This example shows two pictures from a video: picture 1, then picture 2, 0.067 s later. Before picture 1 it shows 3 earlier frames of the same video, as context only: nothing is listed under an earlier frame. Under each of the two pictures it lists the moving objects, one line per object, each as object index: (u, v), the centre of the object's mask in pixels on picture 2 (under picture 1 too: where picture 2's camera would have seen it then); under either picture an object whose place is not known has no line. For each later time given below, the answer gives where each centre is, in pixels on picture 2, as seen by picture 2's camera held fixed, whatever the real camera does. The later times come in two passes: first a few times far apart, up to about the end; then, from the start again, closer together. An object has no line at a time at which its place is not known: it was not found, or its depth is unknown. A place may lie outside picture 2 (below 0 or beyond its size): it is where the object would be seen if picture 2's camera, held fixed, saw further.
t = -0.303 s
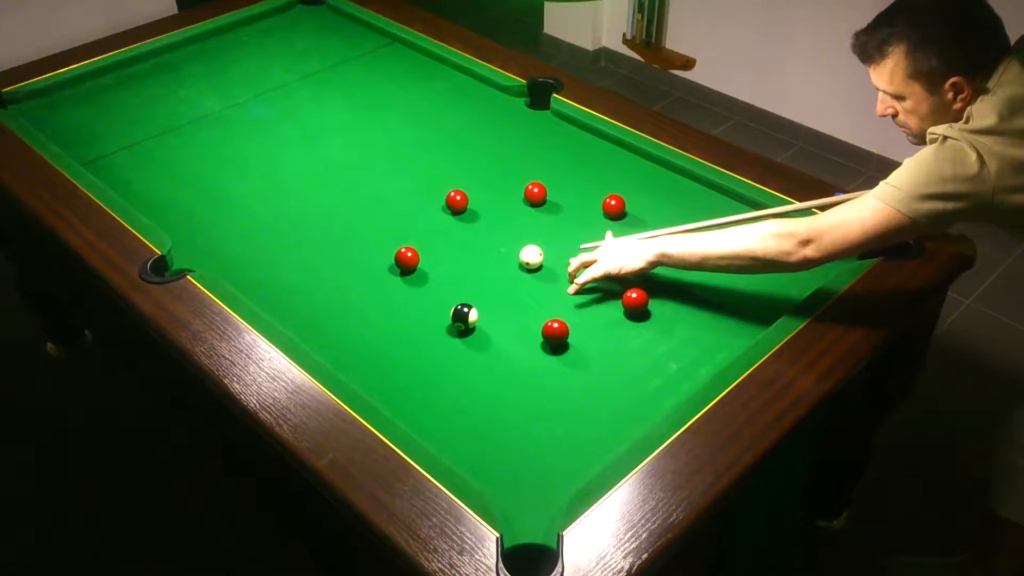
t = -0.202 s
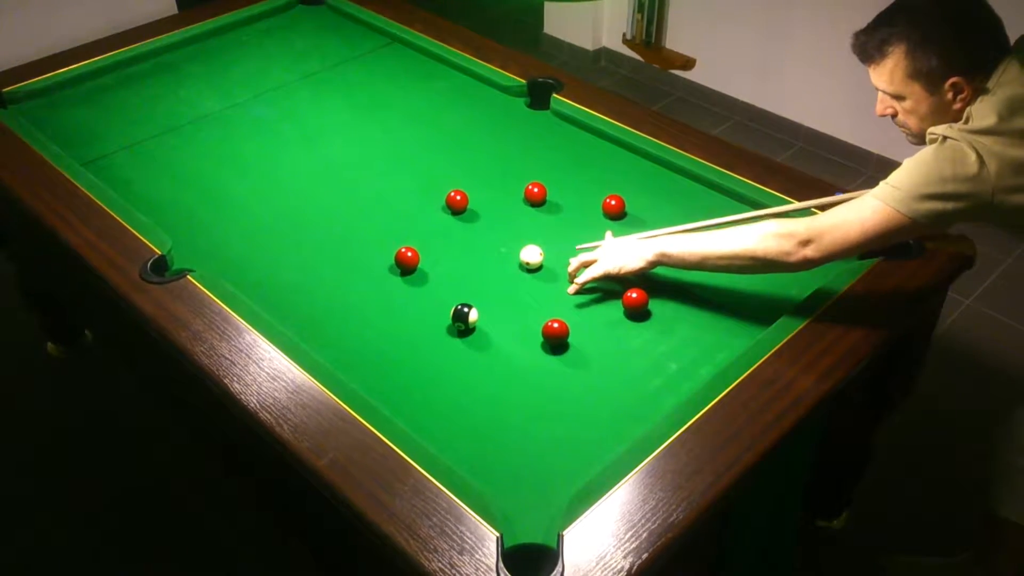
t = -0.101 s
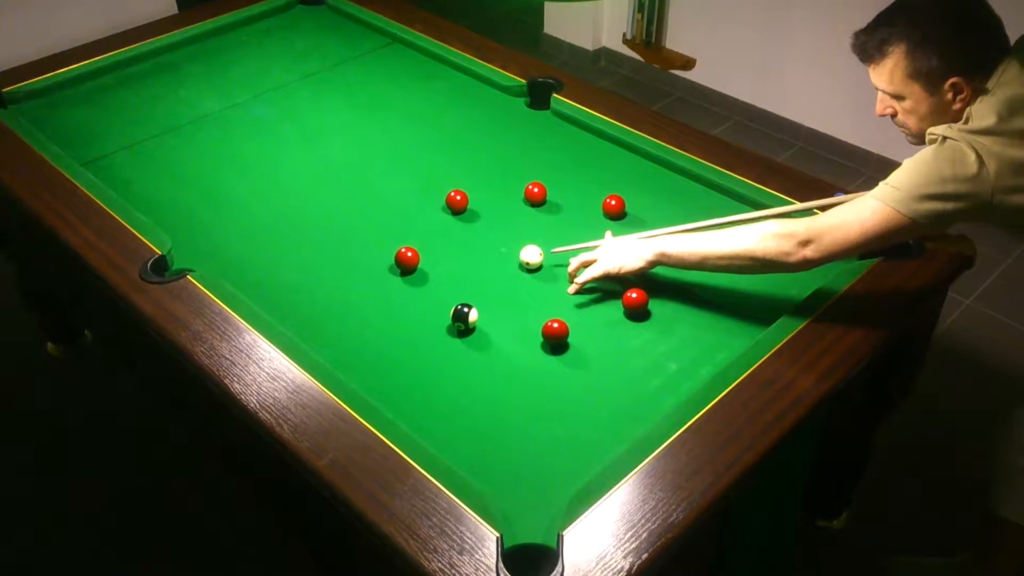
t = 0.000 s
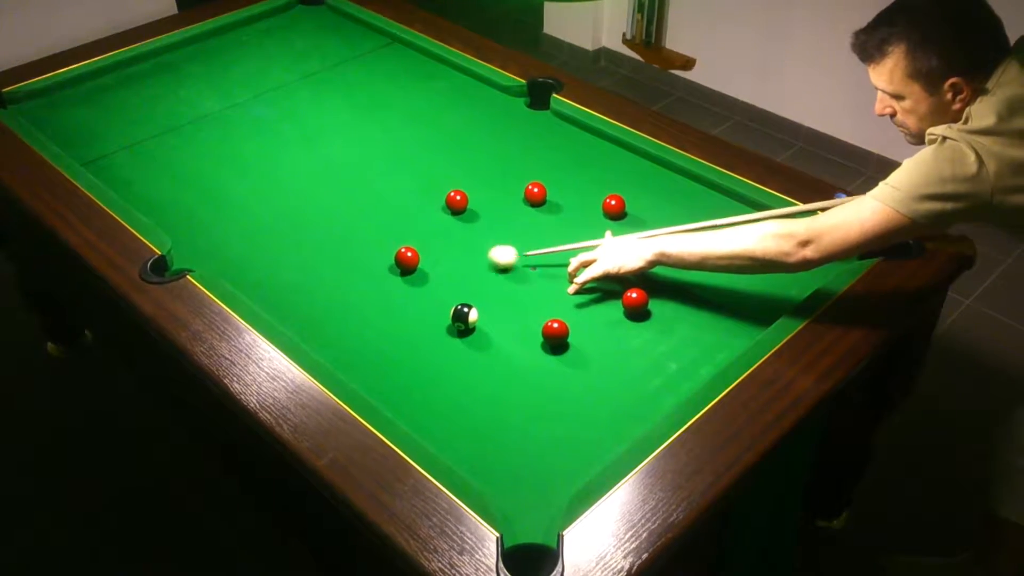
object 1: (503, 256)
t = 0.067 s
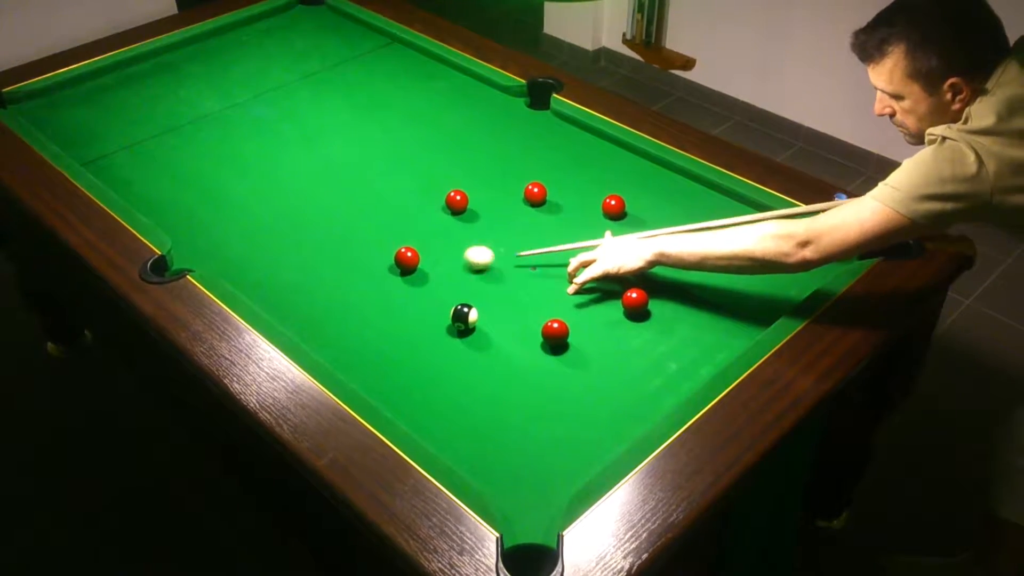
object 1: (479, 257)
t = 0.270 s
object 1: (432, 258)
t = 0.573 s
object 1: (418, 258)
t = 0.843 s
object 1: (410, 257)
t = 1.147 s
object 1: (404, 258)
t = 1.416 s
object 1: (405, 257)
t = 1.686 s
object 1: (404, 258)
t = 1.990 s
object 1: (405, 257)
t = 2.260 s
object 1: (404, 258)
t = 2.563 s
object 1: (405, 258)
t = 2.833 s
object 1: (405, 257)
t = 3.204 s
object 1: (407, 258)
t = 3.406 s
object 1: (405, 257)
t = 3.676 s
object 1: (405, 257)
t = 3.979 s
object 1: (405, 257)
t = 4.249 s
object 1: (405, 257)
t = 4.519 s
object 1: (405, 257)
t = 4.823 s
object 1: (405, 257)
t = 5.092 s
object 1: (405, 257)
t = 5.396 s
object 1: (405, 257)
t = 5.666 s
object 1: (404, 257)
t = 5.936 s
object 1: (405, 257)
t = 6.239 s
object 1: (405, 257)
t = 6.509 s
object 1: (405, 257)
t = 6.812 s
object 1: (405, 257)
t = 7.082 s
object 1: (404, 258)
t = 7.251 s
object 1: (405, 257)
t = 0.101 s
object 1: (467, 257)
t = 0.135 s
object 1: (455, 258)
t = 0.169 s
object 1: (444, 258)
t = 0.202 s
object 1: (432, 259)
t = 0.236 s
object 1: (432, 258)
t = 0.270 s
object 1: (432, 258)
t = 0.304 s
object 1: (430, 258)
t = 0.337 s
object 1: (428, 258)
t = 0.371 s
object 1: (426, 258)
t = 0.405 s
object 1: (425, 258)
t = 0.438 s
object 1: (423, 258)
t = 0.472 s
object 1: (422, 258)
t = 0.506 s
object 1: (420, 258)
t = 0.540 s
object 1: (419, 258)
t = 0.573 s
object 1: (418, 258)
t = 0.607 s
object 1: (416, 258)
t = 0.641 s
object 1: (416, 258)
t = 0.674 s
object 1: (414, 257)
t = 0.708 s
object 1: (413, 257)
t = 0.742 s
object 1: (412, 257)
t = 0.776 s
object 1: (411, 257)
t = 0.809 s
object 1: (411, 257)
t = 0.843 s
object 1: (410, 257)
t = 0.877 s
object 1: (409, 257)
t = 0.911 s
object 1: (408, 257)
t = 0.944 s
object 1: (408, 257)
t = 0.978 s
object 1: (407, 257)
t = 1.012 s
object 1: (406, 257)
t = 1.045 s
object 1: (406, 257)
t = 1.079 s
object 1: (405, 257)
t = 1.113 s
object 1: (405, 257)
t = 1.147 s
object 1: (404, 258)
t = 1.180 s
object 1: (404, 258)
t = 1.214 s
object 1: (404, 258)
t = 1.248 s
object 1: (404, 258)
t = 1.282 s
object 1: (404, 257)
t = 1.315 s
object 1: (404, 257)
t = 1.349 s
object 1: (404, 257)
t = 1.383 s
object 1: (404, 258)
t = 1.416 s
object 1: (405, 257)
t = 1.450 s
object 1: (404, 258)
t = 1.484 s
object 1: (405, 257)
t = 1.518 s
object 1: (405, 257)
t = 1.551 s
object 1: (405, 257)
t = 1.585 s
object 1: (405, 258)
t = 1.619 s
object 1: (405, 257)
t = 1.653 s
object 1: (405, 257)
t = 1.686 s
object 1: (404, 258)
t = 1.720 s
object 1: (404, 258)
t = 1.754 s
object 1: (404, 258)
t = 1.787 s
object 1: (404, 258)
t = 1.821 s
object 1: (405, 257)
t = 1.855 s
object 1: (404, 257)
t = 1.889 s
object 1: (404, 257)
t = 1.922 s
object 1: (404, 258)
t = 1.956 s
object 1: (404, 258)
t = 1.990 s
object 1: (405, 257)
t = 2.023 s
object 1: (404, 257)
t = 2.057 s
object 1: (404, 258)
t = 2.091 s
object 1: (404, 258)
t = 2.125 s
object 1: (404, 258)
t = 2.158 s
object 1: (404, 258)
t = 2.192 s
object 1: (404, 258)
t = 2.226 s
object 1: (404, 258)
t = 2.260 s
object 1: (404, 258)
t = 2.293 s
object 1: (405, 257)
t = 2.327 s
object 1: (404, 258)
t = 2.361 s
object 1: (404, 258)
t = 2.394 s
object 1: (405, 257)
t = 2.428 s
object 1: (404, 258)
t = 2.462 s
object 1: (405, 257)
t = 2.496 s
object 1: (405, 257)
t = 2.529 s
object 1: (405, 258)
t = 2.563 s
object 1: (405, 258)
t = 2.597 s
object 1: (405, 257)
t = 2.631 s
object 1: (405, 257)
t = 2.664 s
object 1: (405, 257)
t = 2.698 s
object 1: (405, 257)
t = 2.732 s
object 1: (405, 257)
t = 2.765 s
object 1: (405, 257)
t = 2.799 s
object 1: (405, 257)
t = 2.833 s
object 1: (405, 257)
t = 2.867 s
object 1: (405, 257)
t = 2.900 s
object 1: (404, 258)
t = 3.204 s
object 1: (407, 258)
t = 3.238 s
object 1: (405, 257)
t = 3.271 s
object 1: (405, 257)
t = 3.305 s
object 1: (404, 257)
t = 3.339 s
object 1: (405, 257)
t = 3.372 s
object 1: (405, 257)
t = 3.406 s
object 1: (405, 257)
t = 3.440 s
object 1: (405, 257)
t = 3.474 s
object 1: (405, 257)
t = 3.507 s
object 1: (405, 257)
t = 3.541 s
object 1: (405, 257)
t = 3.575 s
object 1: (405, 257)
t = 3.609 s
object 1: (405, 257)
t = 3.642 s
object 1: (405, 257)
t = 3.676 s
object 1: (405, 257)
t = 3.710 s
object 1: (405, 257)
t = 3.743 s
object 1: (405, 257)
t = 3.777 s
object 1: (405, 257)
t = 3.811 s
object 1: (405, 257)
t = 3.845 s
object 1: (405, 257)
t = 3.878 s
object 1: (405, 257)
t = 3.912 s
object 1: (405, 257)
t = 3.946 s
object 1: (405, 257)
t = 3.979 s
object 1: (405, 257)
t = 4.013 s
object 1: (405, 258)
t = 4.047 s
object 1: (405, 258)
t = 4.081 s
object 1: (405, 258)
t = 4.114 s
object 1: (405, 258)
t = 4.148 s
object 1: (405, 258)
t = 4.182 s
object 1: (405, 258)
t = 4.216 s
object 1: (405, 258)
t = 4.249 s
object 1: (405, 257)
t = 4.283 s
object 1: (405, 257)
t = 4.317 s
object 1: (405, 258)
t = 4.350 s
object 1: (405, 257)
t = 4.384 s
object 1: (405, 257)
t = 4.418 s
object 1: (405, 257)
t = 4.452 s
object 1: (405, 257)
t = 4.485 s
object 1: (405, 257)
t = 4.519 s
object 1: (405, 257)
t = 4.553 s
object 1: (405, 257)
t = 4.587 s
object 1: (405, 257)
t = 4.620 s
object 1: (405, 257)
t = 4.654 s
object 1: (405, 257)
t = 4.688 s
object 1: (405, 257)
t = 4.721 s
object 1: (404, 258)
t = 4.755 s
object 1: (405, 257)
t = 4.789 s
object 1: (405, 257)
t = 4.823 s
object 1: (405, 257)
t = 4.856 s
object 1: (405, 257)
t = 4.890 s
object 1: (405, 258)
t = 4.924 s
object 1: (404, 258)
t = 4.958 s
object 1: (404, 258)
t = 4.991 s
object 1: (404, 258)
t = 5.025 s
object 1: (404, 258)
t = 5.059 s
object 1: (404, 258)
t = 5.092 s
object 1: (405, 257)
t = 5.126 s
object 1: (405, 257)
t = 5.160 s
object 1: (404, 258)
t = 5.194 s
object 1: (405, 257)
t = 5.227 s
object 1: (404, 258)
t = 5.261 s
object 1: (405, 257)
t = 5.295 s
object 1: (405, 257)
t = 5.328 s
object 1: (405, 257)
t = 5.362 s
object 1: (405, 257)
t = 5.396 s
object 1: (405, 257)
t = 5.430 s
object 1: (405, 257)
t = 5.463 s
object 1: (405, 257)
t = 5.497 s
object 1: (405, 257)
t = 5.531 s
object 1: (405, 257)
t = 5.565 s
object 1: (405, 257)
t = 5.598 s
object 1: (405, 257)
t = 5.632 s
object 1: (405, 257)
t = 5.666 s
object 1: (404, 257)
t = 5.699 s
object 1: (404, 257)
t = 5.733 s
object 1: (405, 257)
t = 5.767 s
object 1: (405, 257)
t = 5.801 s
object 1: (405, 257)
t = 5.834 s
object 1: (405, 257)
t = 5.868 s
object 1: (405, 257)
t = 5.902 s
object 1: (405, 257)
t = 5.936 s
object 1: (405, 257)
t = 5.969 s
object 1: (405, 257)
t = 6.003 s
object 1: (405, 257)
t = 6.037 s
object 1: (405, 257)
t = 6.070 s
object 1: (404, 257)
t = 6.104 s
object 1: (405, 257)
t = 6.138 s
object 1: (405, 257)
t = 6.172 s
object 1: (405, 257)
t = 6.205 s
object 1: (404, 257)
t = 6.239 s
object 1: (405, 257)
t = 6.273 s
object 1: (404, 258)
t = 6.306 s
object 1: (405, 257)
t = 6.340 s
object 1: (405, 257)
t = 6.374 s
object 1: (405, 257)
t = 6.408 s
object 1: (405, 257)
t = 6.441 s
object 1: (405, 257)
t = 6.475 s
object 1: (405, 257)
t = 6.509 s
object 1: (405, 257)
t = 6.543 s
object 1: (405, 257)
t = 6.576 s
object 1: (405, 257)
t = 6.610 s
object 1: (405, 257)
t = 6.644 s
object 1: (405, 257)
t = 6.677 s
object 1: (405, 257)
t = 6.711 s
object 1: (405, 257)
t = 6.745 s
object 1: (405, 257)
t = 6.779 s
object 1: (405, 257)
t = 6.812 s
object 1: (405, 257)
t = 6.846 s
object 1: (405, 257)
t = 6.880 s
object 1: (405, 257)
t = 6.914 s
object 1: (405, 257)
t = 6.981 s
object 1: (405, 257)
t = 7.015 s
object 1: (404, 258)
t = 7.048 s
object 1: (405, 257)
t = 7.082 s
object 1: (404, 258)
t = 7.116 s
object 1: (405, 257)
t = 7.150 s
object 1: (405, 257)
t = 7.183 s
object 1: (405, 257)
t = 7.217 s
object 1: (405, 257)
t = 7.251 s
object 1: (405, 257)
